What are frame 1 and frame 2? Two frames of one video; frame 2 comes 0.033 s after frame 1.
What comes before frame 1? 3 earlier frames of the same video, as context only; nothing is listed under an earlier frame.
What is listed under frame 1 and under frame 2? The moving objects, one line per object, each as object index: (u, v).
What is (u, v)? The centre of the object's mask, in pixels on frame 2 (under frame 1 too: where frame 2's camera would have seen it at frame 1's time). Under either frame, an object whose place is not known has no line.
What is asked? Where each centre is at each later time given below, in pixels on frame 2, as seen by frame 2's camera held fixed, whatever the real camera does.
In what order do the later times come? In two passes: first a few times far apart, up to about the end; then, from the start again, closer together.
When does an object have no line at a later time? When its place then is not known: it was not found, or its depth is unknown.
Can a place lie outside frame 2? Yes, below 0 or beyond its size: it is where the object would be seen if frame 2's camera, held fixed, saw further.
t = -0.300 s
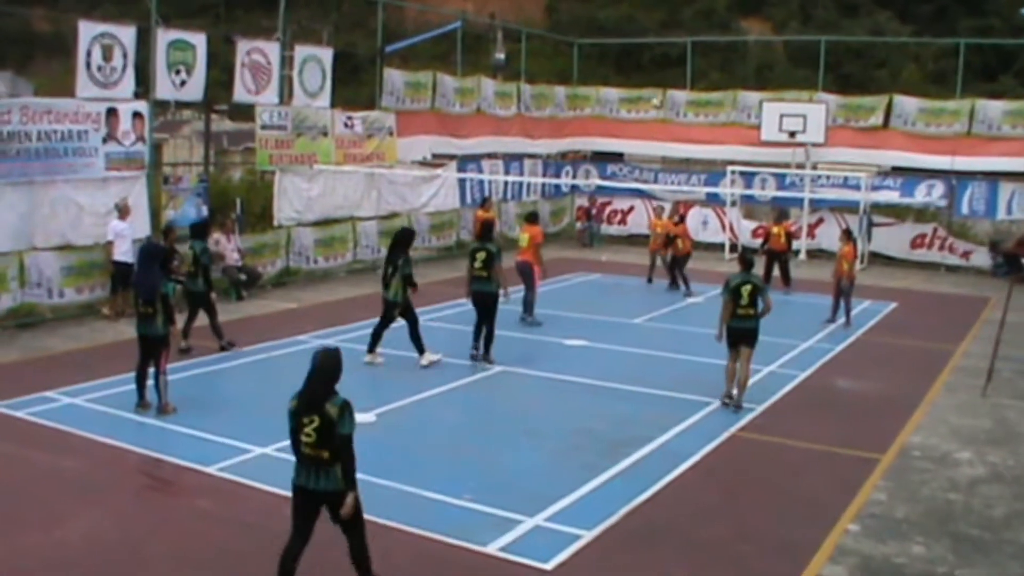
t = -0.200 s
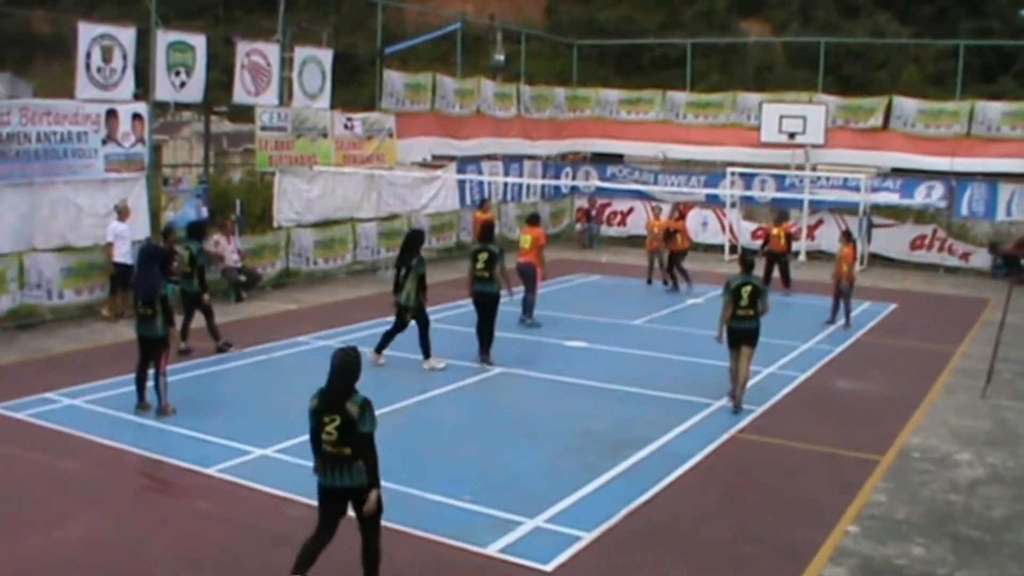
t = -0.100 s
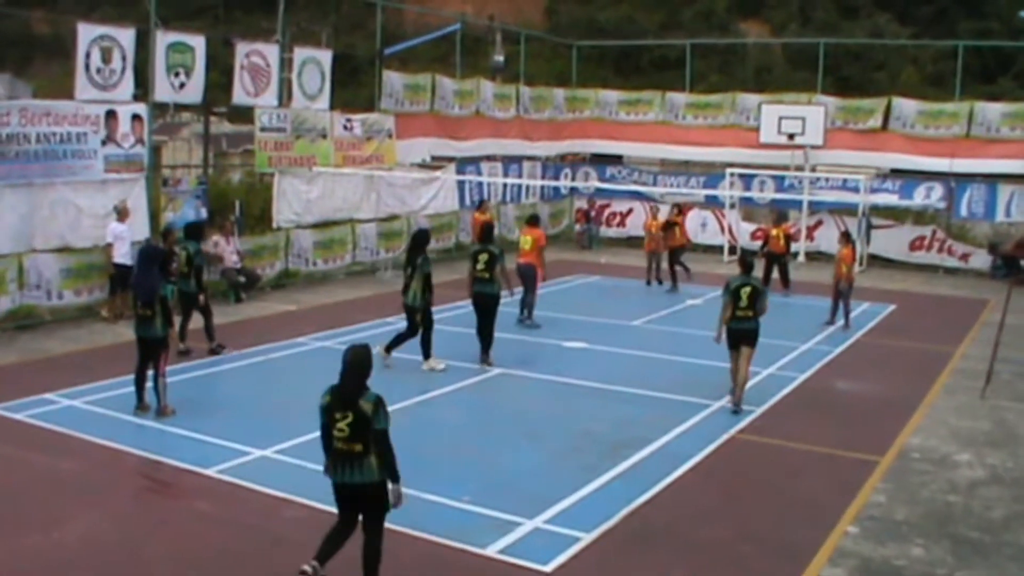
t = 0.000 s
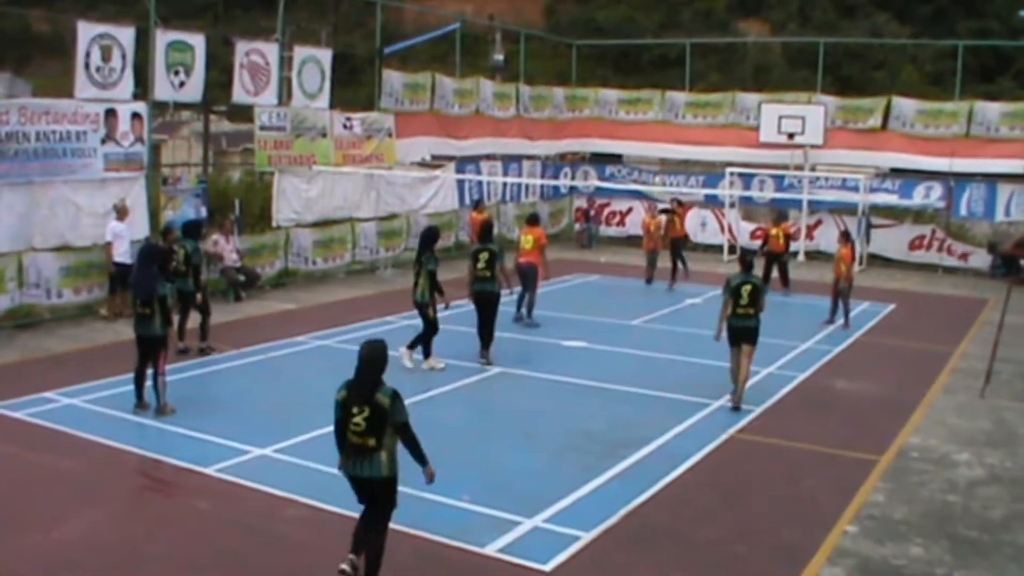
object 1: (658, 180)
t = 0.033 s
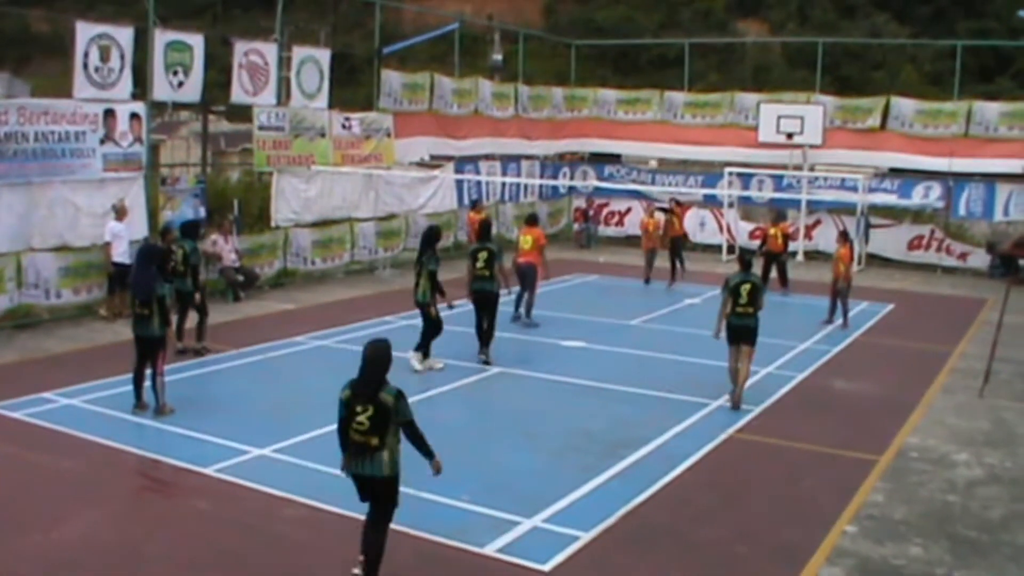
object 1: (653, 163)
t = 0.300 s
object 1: (635, 83)
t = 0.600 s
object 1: (606, 31)
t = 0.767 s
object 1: (591, 26)
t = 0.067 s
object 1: (655, 158)
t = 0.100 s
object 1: (651, 150)
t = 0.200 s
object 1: (640, 108)
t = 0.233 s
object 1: (637, 95)
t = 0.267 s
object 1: (636, 90)
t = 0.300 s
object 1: (635, 83)
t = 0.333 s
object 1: (631, 74)
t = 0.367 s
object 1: (627, 65)
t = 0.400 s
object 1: (624, 58)
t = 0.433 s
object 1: (621, 50)
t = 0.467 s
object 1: (619, 47)
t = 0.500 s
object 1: (617, 44)
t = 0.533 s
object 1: (613, 38)
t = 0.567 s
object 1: (610, 34)
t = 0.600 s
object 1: (606, 31)
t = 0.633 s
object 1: (603, 29)
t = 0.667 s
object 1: (601, 28)
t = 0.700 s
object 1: (599, 28)
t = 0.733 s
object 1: (595, 26)
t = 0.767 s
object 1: (591, 26)
